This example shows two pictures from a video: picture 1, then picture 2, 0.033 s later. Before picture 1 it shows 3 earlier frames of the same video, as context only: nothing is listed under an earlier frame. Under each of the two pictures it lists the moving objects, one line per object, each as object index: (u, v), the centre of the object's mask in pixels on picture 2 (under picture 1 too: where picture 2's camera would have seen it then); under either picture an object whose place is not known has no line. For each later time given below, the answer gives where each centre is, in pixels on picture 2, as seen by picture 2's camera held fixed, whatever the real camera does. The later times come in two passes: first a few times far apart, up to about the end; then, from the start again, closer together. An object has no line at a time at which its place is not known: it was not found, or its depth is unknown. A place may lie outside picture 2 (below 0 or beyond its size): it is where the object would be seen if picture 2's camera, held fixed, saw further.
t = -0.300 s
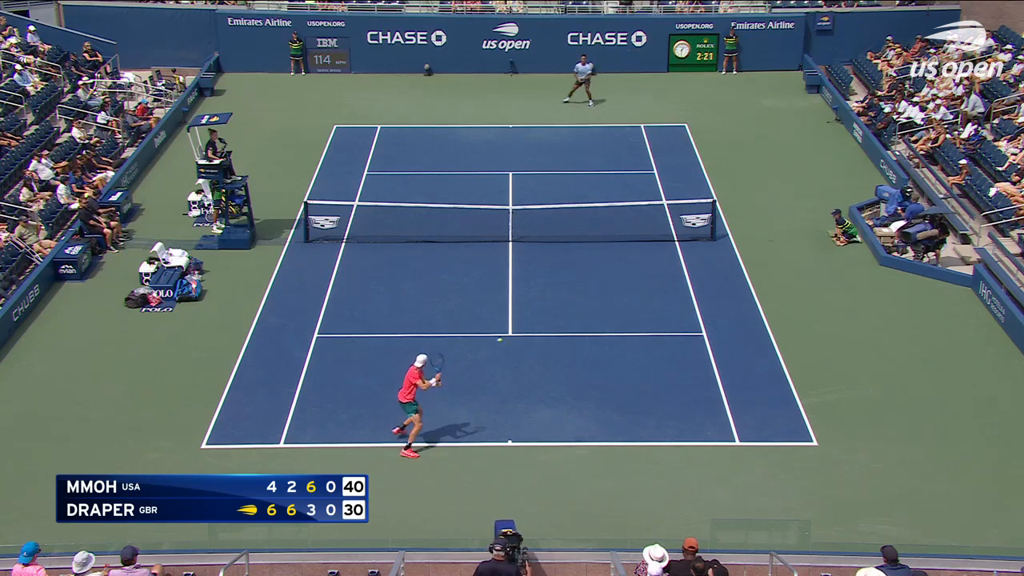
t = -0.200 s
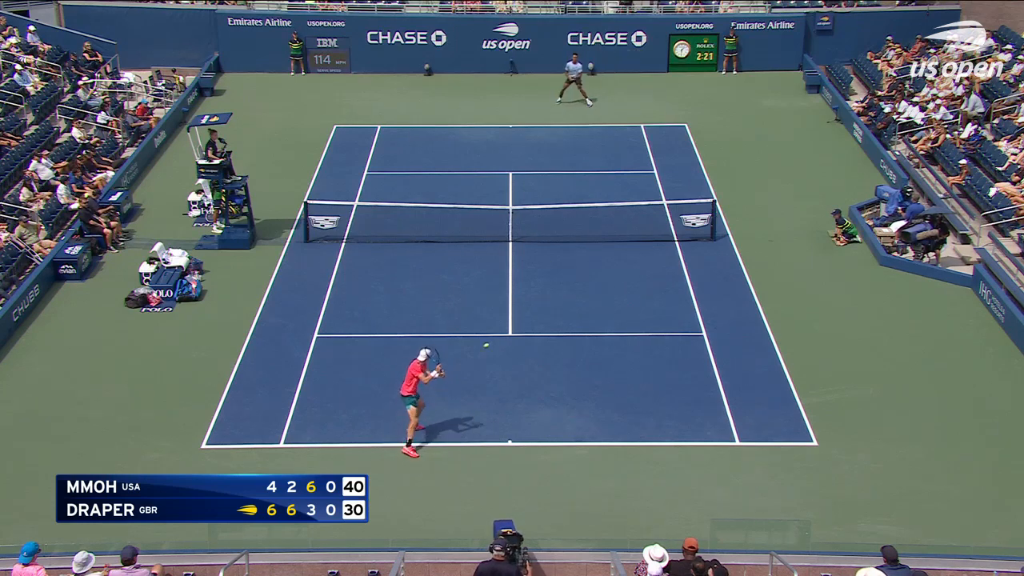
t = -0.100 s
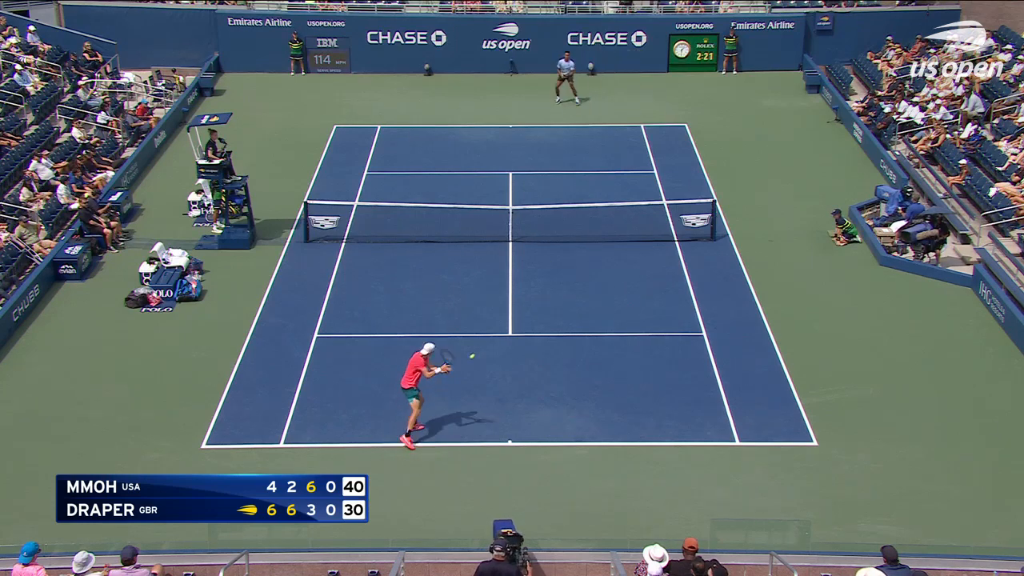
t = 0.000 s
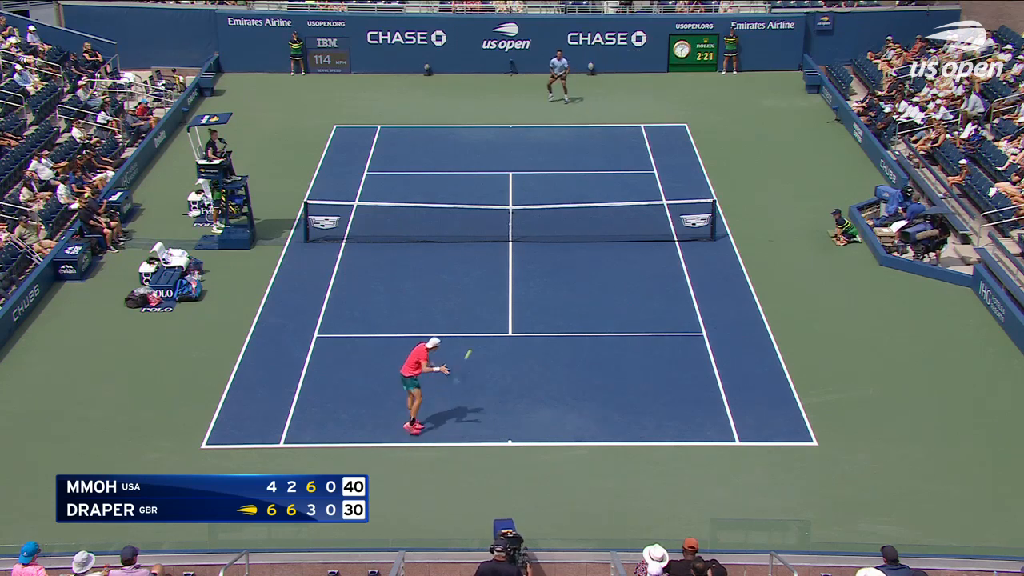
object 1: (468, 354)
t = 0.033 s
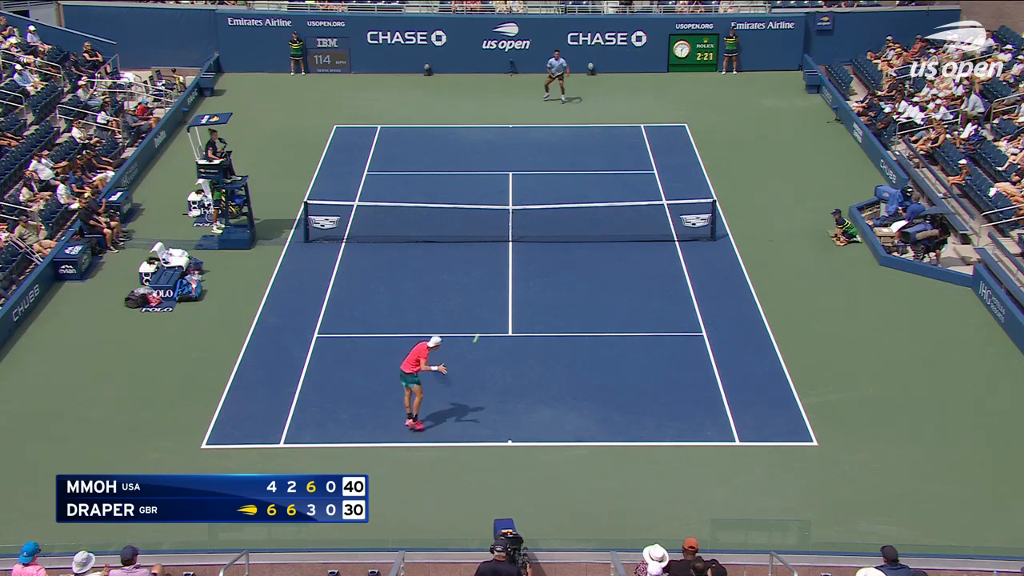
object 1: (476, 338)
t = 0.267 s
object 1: (524, 251)
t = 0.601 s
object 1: (575, 188)
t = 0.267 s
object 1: (524, 251)
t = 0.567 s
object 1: (571, 192)
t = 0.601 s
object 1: (575, 188)
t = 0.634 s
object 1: (579, 185)
